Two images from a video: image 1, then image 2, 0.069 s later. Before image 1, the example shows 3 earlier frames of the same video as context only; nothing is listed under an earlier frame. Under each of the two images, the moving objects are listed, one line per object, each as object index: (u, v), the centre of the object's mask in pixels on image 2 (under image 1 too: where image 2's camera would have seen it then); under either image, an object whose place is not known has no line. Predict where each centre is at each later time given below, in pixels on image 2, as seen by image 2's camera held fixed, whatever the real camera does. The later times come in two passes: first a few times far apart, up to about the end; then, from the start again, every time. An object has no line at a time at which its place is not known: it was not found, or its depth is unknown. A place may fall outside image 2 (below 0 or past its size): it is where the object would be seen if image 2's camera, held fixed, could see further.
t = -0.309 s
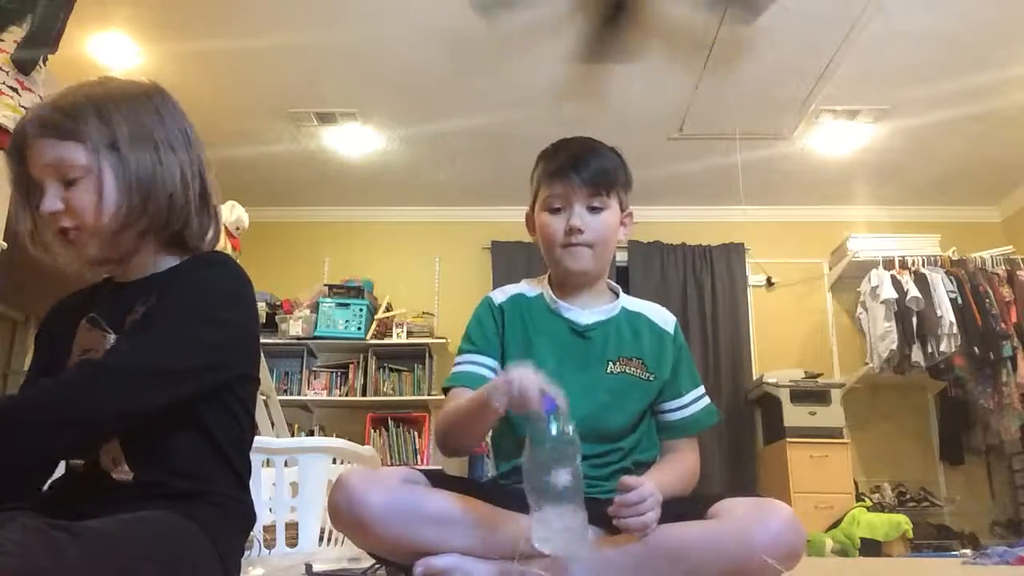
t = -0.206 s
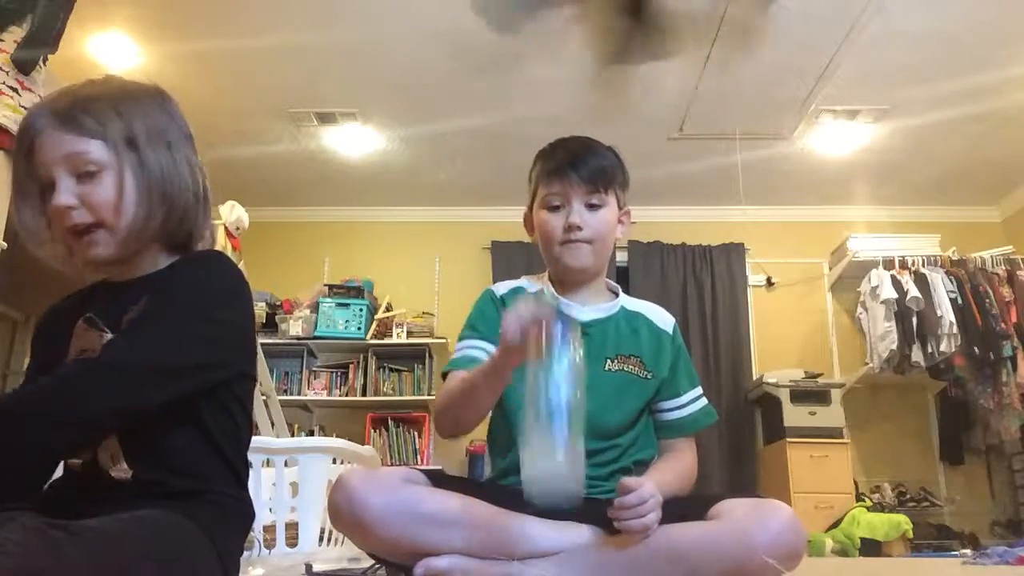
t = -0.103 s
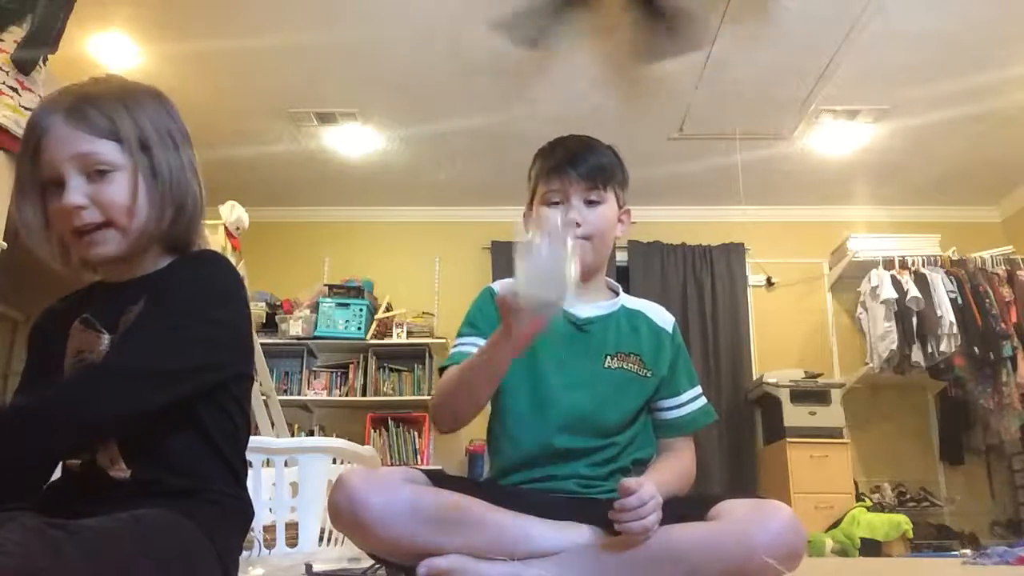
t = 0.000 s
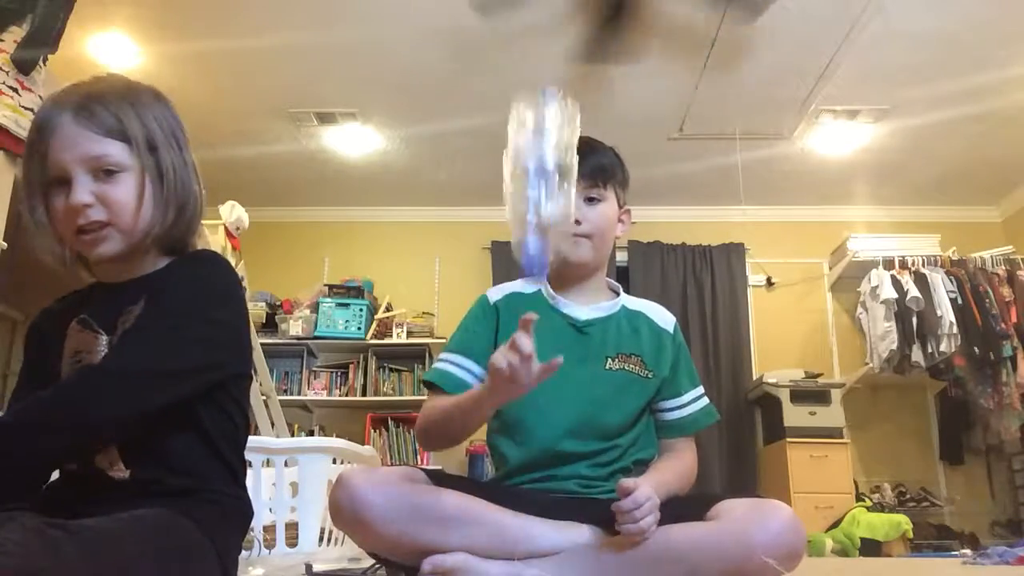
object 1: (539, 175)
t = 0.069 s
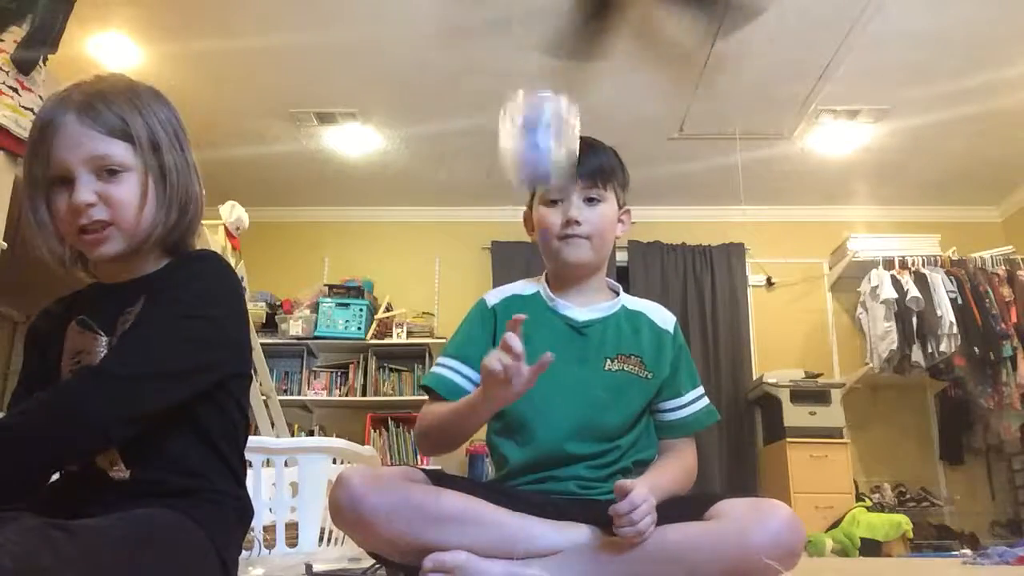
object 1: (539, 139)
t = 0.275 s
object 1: (537, 333)
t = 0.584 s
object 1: (518, 485)
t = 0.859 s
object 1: (532, 486)
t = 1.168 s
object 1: (531, 486)
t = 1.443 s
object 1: (532, 486)
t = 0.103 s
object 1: (540, 120)
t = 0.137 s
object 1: (540, 125)
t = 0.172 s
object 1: (539, 146)
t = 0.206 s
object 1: (539, 185)
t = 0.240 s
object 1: (539, 247)
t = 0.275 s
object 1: (537, 333)
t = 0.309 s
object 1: (536, 410)
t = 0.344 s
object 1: (536, 486)
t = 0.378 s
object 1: (531, 487)
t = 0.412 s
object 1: (523, 489)
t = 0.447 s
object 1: (518, 489)
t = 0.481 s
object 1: (514, 488)
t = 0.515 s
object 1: (513, 487)
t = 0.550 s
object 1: (514, 486)
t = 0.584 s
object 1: (518, 485)
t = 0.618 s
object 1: (526, 483)
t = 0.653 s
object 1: (535, 485)
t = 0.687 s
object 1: (536, 484)
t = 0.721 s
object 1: (529, 486)
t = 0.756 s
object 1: (525, 486)
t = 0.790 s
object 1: (530, 486)
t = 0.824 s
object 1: (534, 485)
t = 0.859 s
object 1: (532, 486)
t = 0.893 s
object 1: (531, 487)
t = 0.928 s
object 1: (532, 487)
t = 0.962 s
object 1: (532, 486)
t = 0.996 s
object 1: (531, 486)
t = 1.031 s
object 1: (531, 486)
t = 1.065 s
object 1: (531, 487)
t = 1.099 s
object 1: (531, 487)
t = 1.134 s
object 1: (531, 486)
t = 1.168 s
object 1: (531, 486)
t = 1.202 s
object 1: (532, 487)
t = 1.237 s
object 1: (532, 486)
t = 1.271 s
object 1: (532, 486)
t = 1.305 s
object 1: (532, 486)
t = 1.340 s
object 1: (532, 486)
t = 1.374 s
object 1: (532, 486)
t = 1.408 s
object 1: (531, 486)
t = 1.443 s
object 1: (532, 486)
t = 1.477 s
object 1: (532, 486)
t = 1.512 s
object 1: (532, 487)
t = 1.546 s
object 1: (532, 487)
